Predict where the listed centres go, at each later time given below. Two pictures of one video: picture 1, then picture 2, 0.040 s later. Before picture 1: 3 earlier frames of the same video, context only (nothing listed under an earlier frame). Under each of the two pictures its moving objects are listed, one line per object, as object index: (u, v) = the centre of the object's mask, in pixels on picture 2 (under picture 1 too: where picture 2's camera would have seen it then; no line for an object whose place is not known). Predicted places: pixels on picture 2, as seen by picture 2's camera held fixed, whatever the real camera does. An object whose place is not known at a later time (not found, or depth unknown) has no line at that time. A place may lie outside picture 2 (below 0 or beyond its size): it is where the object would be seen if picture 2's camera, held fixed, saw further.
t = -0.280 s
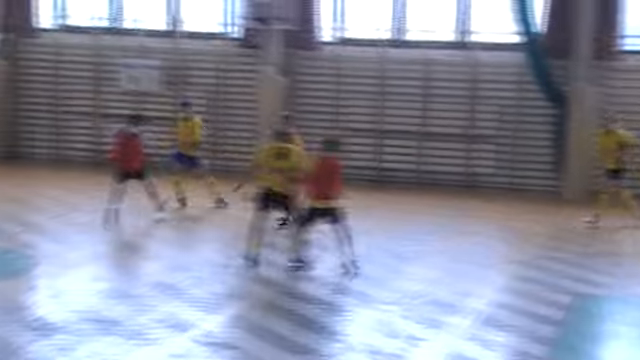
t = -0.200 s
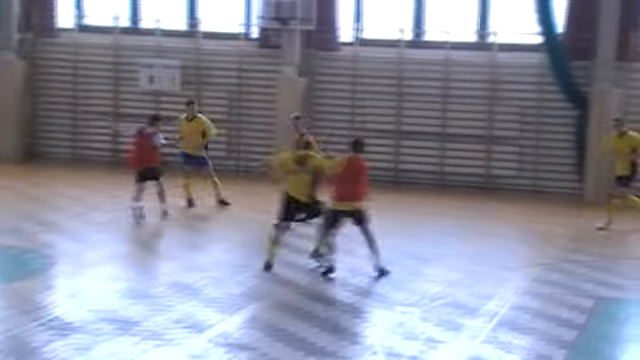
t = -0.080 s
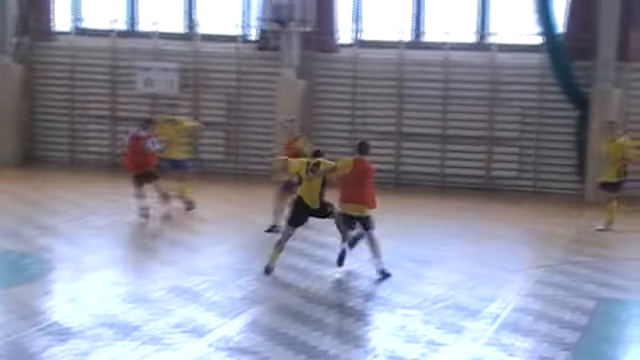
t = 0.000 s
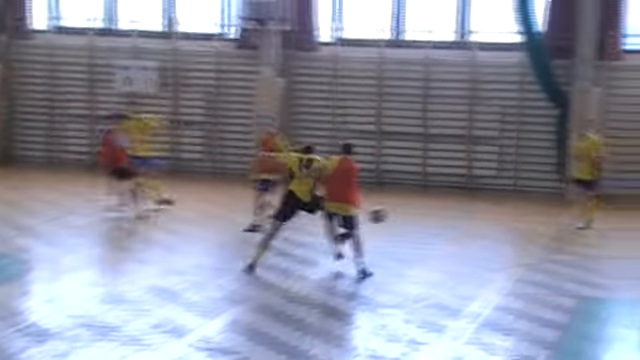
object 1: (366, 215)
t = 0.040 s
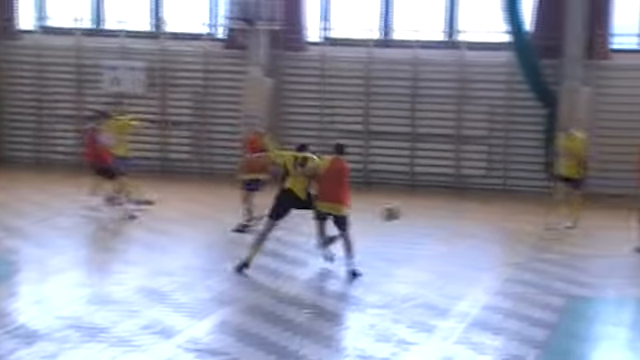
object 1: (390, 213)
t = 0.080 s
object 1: (415, 212)
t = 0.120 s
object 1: (440, 212)
